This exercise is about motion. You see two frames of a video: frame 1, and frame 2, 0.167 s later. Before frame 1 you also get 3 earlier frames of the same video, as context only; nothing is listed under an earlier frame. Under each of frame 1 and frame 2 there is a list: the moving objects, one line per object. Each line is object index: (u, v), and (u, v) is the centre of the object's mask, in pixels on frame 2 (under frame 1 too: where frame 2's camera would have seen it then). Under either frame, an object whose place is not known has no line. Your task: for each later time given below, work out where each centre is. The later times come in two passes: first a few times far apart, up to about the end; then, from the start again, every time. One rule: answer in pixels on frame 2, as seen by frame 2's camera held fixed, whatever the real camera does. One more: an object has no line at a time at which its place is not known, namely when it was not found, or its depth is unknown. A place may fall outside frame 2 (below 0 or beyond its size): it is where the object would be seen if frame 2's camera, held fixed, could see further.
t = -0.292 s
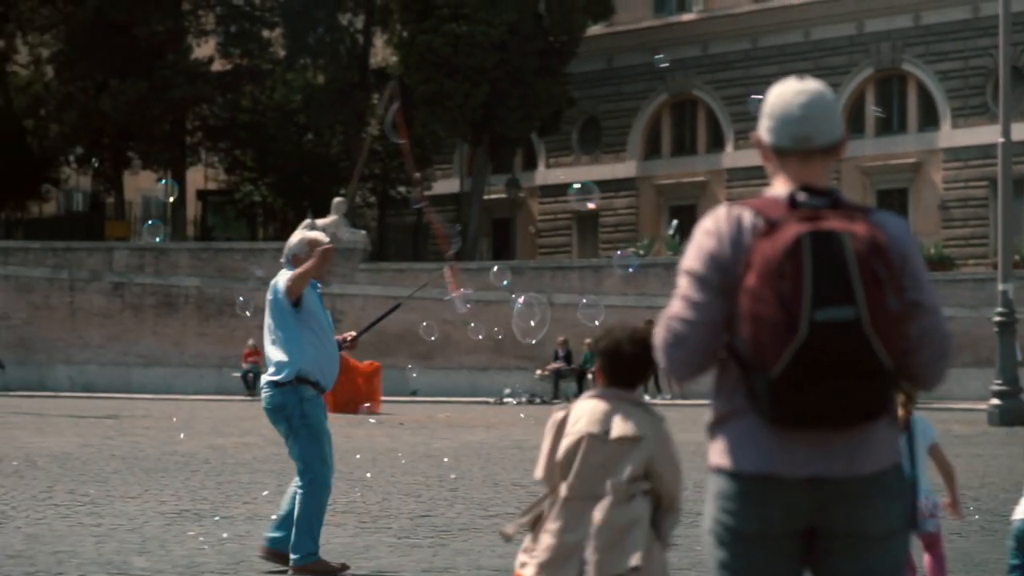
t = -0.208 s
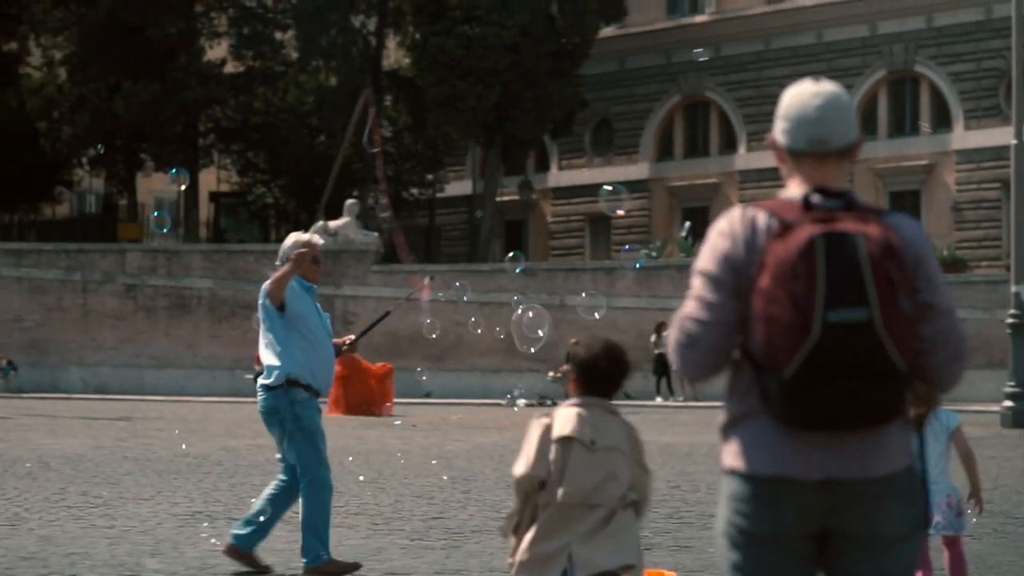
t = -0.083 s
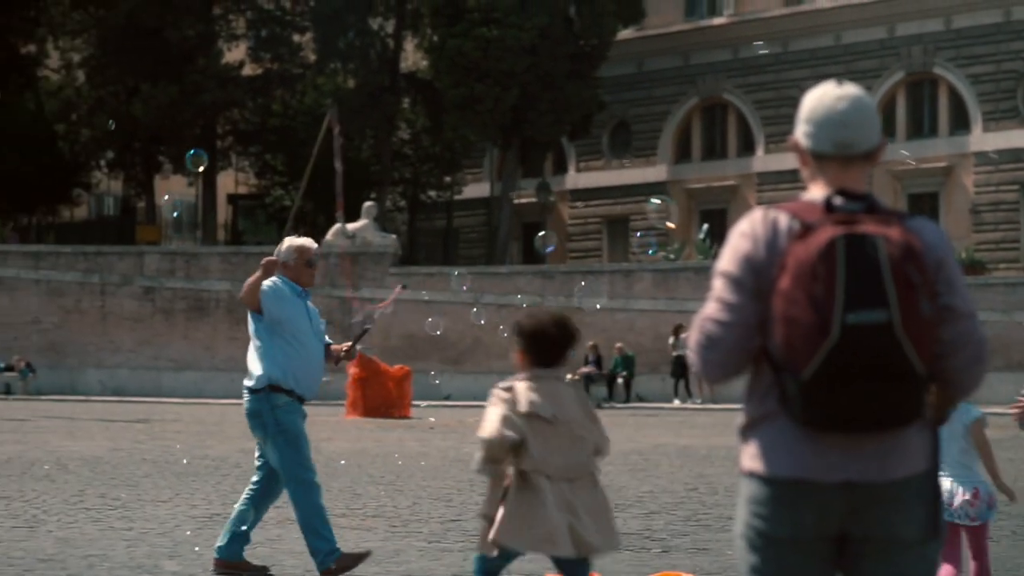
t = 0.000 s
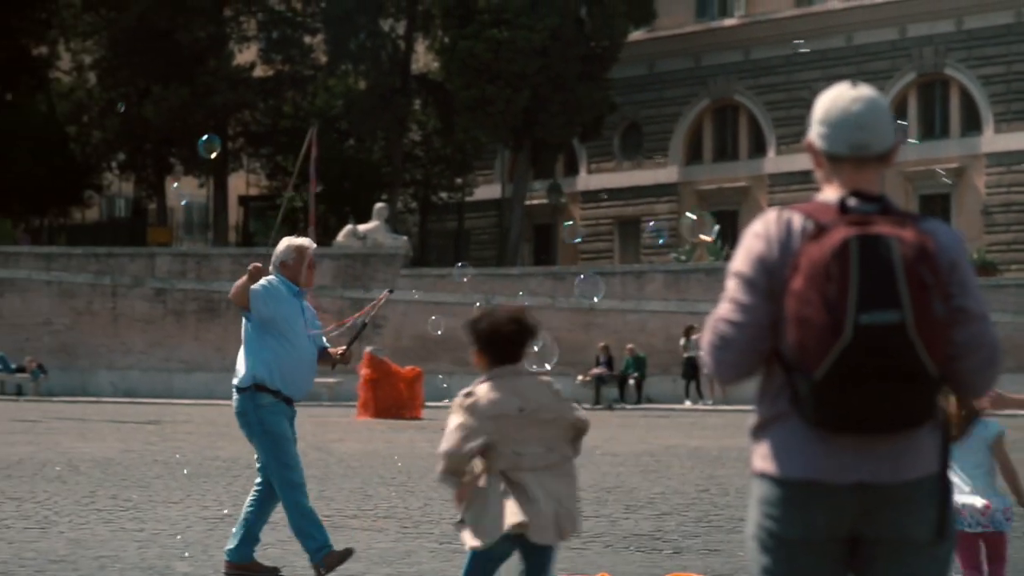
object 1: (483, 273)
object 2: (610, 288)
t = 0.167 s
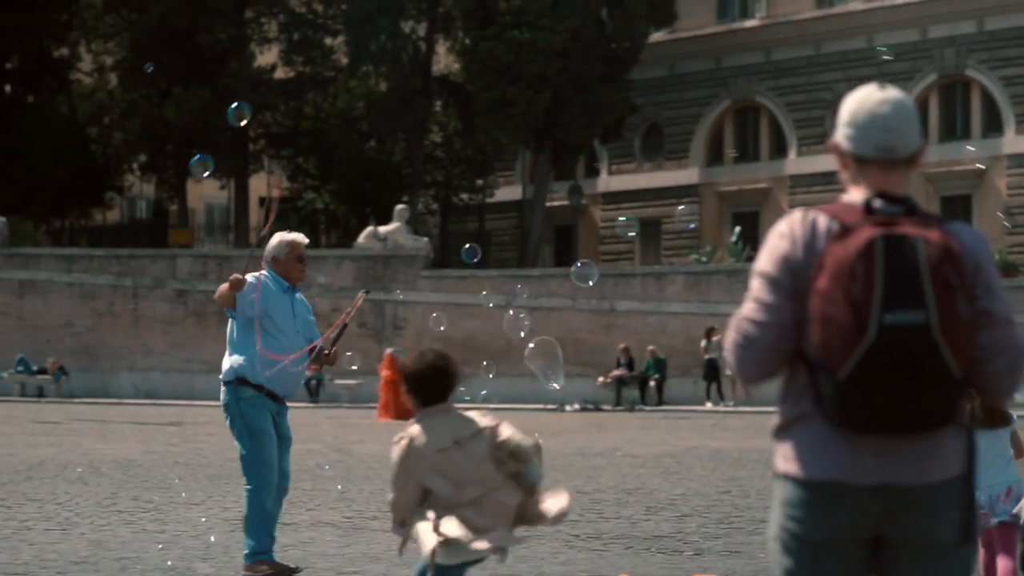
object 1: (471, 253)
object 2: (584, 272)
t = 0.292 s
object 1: (467, 239)
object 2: (564, 258)
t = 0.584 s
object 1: (482, 214)
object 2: (513, 236)
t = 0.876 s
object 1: (490, 210)
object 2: (475, 234)
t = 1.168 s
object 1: (498, 166)
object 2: (465, 246)
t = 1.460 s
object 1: (517, 113)
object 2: (477, 255)
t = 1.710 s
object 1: (549, 62)
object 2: (487, 250)
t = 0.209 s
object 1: (469, 248)
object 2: (578, 267)
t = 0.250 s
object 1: (468, 243)
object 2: (571, 263)
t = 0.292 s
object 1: (467, 239)
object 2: (564, 258)
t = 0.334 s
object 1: (467, 235)
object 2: (557, 255)
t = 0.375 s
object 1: (467, 230)
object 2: (550, 252)
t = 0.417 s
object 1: (468, 226)
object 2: (542, 248)
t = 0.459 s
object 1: (470, 222)
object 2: (535, 245)
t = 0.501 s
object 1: (473, 219)
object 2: (527, 241)
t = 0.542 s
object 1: (477, 215)
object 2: (520, 238)
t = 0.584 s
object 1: (482, 214)
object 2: (513, 236)
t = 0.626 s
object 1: (488, 214)
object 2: (507, 234)
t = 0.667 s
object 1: (492, 214)
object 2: (503, 233)
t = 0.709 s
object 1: (496, 214)
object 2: (489, 233)
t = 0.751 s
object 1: (499, 217)
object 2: (486, 230)
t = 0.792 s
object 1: (489, 216)
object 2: (482, 238)
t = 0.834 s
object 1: (491, 215)
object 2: (478, 234)
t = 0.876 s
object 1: (490, 210)
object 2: (475, 234)
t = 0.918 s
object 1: (491, 206)
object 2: (473, 235)
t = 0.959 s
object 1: (491, 200)
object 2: (470, 236)
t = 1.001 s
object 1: (492, 193)
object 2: (468, 238)
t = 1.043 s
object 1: (493, 185)
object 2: (466, 240)
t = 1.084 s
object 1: (495, 179)
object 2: (462, 241)
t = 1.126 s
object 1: (497, 173)
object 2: (465, 244)
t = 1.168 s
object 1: (498, 166)
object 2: (465, 246)
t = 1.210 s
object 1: (500, 159)
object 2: (466, 248)
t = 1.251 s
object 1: (502, 152)
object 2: (468, 250)
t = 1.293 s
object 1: (504, 144)
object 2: (471, 252)
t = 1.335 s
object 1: (507, 137)
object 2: (471, 253)
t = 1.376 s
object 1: (510, 129)
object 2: (473, 253)
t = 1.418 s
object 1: (513, 121)
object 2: (475, 254)
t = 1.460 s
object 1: (517, 113)
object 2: (477, 255)
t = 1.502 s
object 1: (522, 105)
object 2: (479, 255)
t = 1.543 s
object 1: (526, 97)
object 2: (481, 255)
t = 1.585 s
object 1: (531, 89)
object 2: (483, 254)
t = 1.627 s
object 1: (537, 80)
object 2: (484, 253)
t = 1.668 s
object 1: (543, 71)
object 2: (485, 252)
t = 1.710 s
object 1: (549, 62)
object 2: (487, 250)
